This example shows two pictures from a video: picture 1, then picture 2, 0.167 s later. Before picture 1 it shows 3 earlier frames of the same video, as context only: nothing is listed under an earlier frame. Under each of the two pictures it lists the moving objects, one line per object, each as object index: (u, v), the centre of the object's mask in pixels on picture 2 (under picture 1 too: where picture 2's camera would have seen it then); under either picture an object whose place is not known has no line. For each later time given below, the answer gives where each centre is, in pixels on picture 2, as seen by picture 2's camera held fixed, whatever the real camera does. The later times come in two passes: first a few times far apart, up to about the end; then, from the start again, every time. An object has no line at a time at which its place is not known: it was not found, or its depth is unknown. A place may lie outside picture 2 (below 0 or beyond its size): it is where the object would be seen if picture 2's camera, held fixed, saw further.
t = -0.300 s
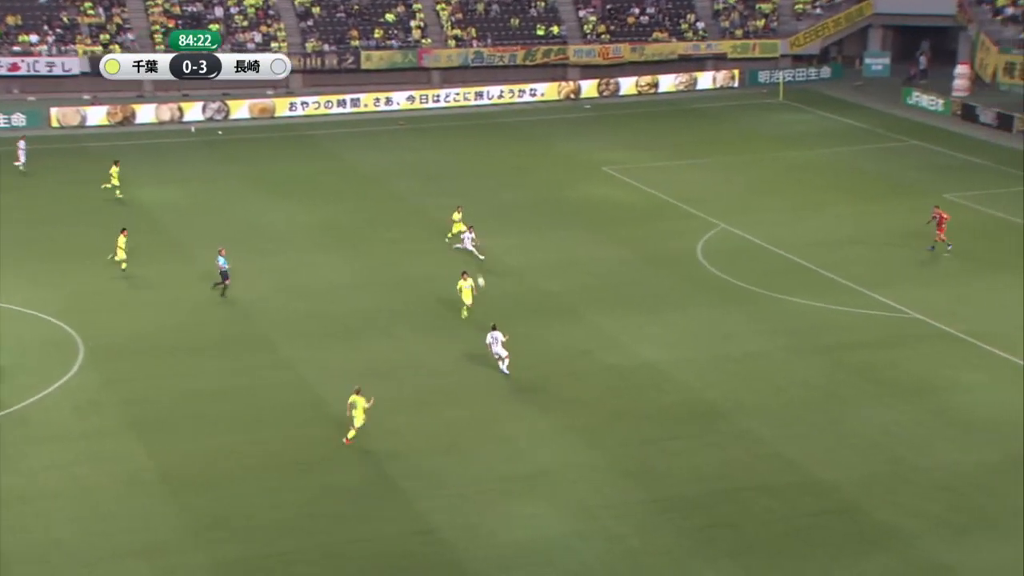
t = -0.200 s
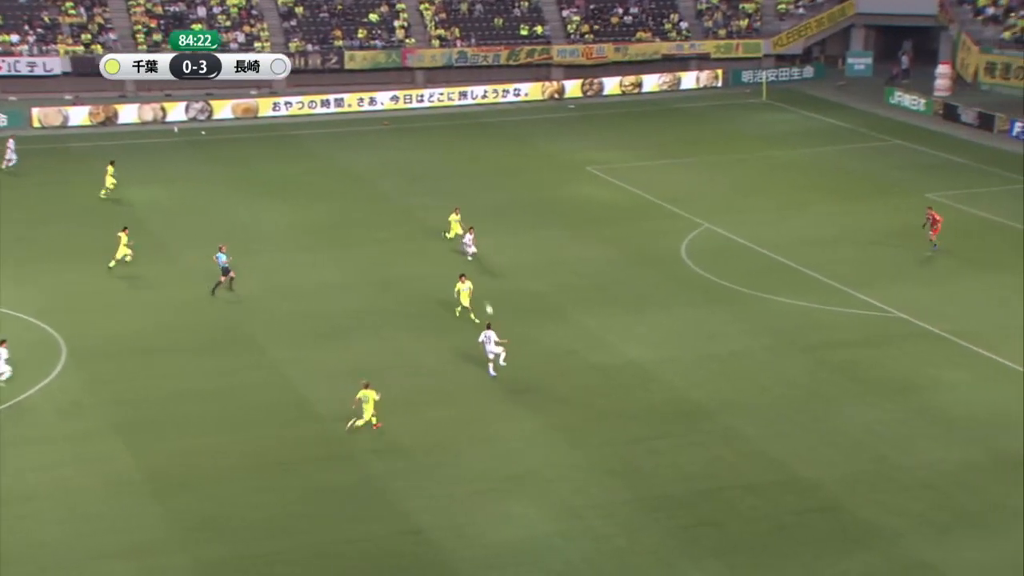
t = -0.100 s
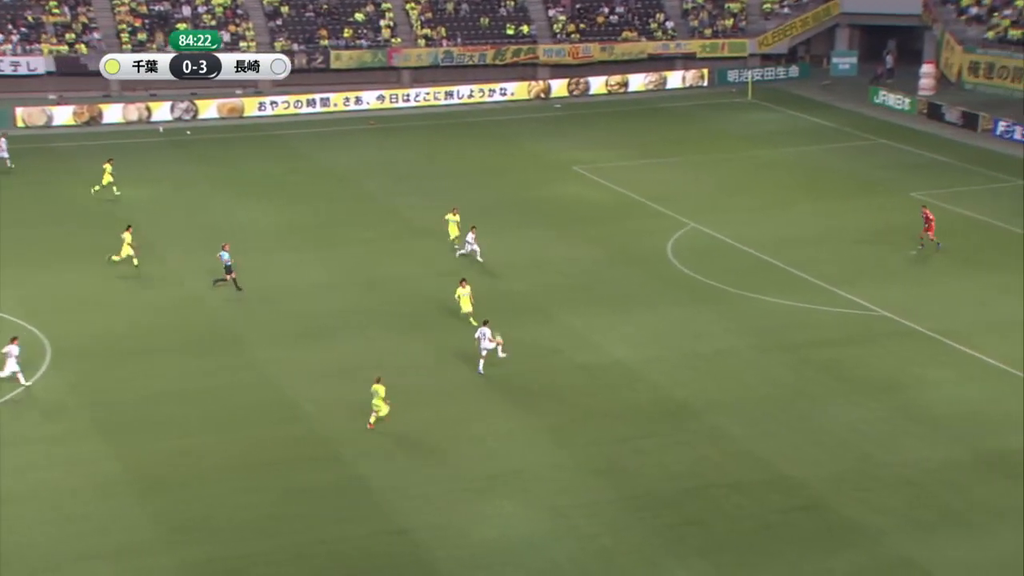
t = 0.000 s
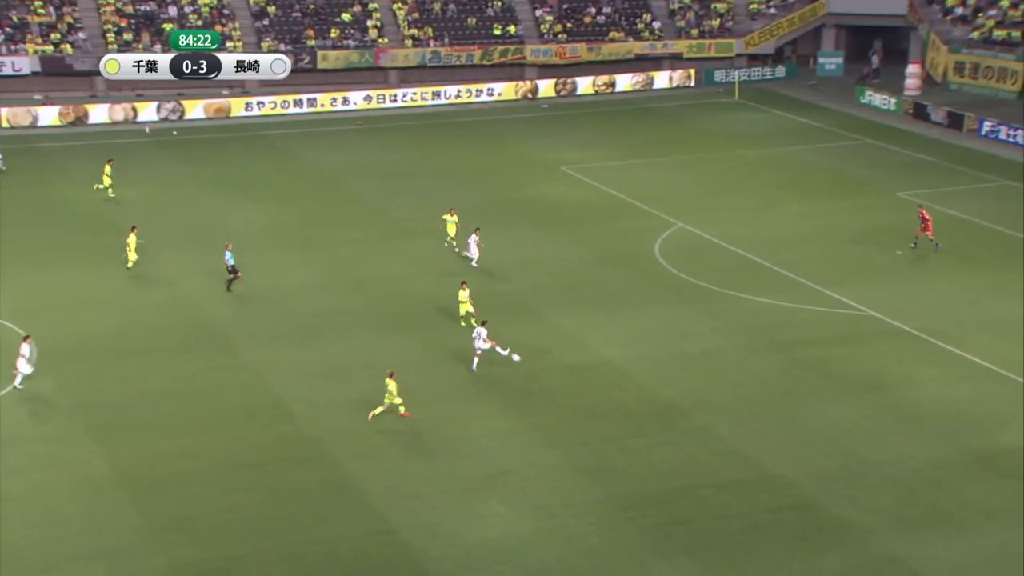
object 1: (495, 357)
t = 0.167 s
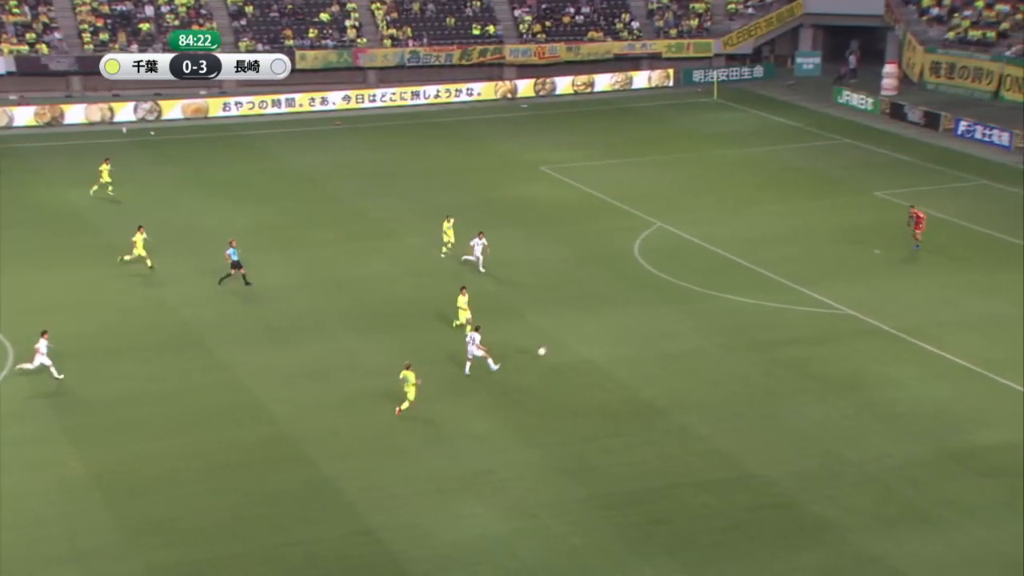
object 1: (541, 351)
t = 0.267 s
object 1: (568, 340)
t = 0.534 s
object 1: (637, 327)
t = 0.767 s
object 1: (690, 334)
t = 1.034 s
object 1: (742, 325)
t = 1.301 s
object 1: (788, 323)
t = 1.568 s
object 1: (825, 317)
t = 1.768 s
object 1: (848, 316)
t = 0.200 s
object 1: (552, 346)
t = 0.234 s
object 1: (562, 342)
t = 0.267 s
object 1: (568, 340)
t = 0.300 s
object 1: (578, 337)
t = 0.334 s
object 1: (588, 334)
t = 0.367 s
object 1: (593, 332)
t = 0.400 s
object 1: (603, 330)
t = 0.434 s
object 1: (613, 328)
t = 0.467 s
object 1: (618, 328)
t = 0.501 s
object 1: (627, 327)
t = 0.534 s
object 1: (637, 327)
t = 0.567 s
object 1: (642, 327)
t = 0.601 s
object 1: (652, 328)
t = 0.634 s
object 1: (662, 329)
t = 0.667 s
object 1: (666, 329)
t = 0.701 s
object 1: (676, 331)
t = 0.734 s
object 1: (685, 333)
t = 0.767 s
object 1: (690, 334)
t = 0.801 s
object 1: (700, 338)
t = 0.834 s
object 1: (707, 340)
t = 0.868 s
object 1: (713, 338)
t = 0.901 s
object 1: (719, 335)
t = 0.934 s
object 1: (725, 332)
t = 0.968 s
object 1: (731, 329)
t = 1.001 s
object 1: (737, 327)
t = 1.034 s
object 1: (742, 325)
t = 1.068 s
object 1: (748, 324)
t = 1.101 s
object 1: (755, 323)
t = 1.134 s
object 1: (760, 322)
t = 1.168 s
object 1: (765, 322)
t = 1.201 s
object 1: (771, 321)
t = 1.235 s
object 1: (777, 321)
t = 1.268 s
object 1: (782, 322)
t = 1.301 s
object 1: (788, 323)
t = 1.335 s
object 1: (794, 324)
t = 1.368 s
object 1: (799, 326)
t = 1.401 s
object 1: (804, 327)
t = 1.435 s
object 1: (808, 324)
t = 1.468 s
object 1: (812, 323)
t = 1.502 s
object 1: (817, 320)
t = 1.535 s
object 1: (821, 319)
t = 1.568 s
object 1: (825, 317)
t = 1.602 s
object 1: (829, 317)
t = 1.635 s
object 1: (833, 316)
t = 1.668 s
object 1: (836, 316)
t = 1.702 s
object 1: (841, 316)
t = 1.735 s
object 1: (844, 316)
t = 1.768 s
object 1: (848, 316)
